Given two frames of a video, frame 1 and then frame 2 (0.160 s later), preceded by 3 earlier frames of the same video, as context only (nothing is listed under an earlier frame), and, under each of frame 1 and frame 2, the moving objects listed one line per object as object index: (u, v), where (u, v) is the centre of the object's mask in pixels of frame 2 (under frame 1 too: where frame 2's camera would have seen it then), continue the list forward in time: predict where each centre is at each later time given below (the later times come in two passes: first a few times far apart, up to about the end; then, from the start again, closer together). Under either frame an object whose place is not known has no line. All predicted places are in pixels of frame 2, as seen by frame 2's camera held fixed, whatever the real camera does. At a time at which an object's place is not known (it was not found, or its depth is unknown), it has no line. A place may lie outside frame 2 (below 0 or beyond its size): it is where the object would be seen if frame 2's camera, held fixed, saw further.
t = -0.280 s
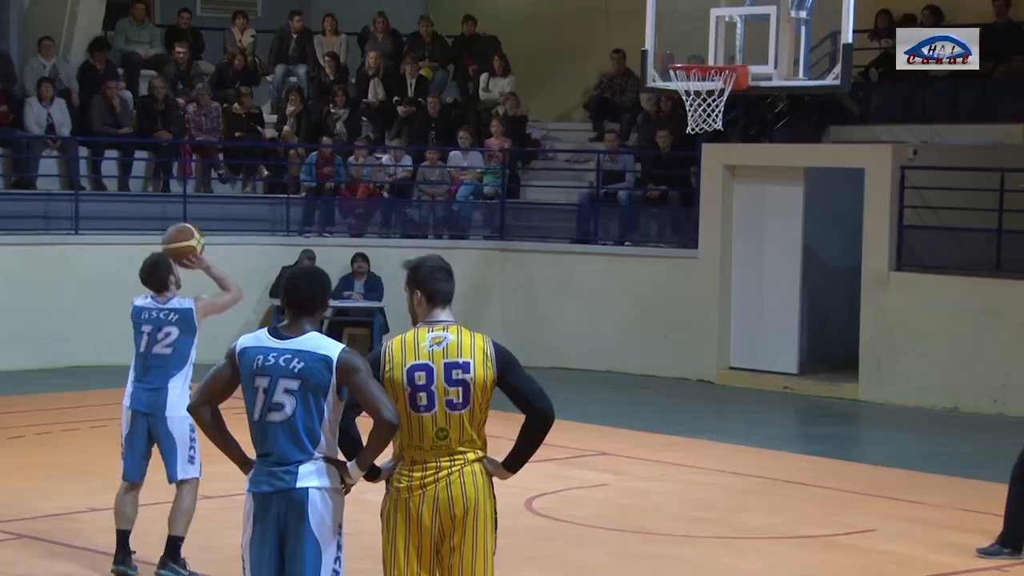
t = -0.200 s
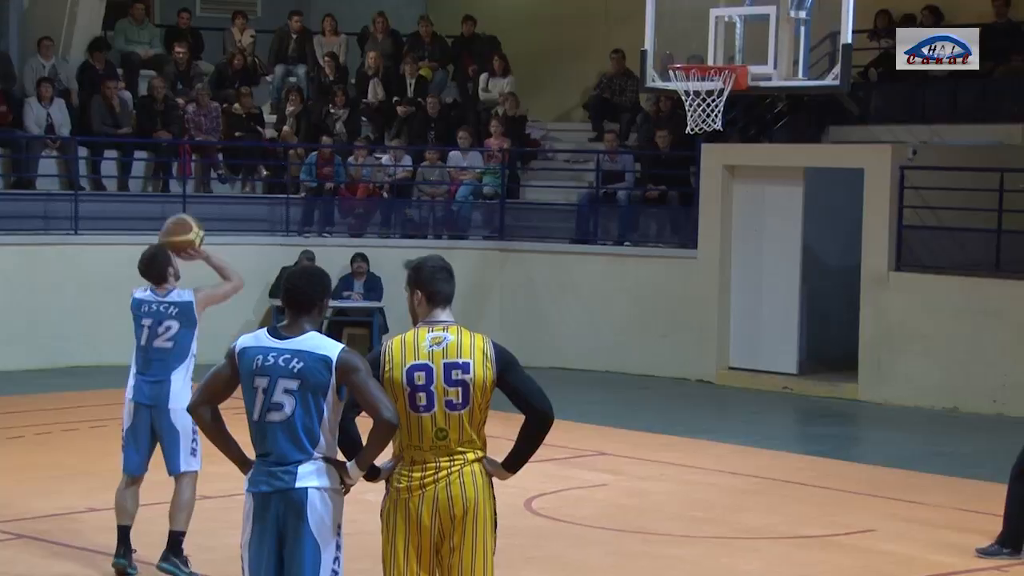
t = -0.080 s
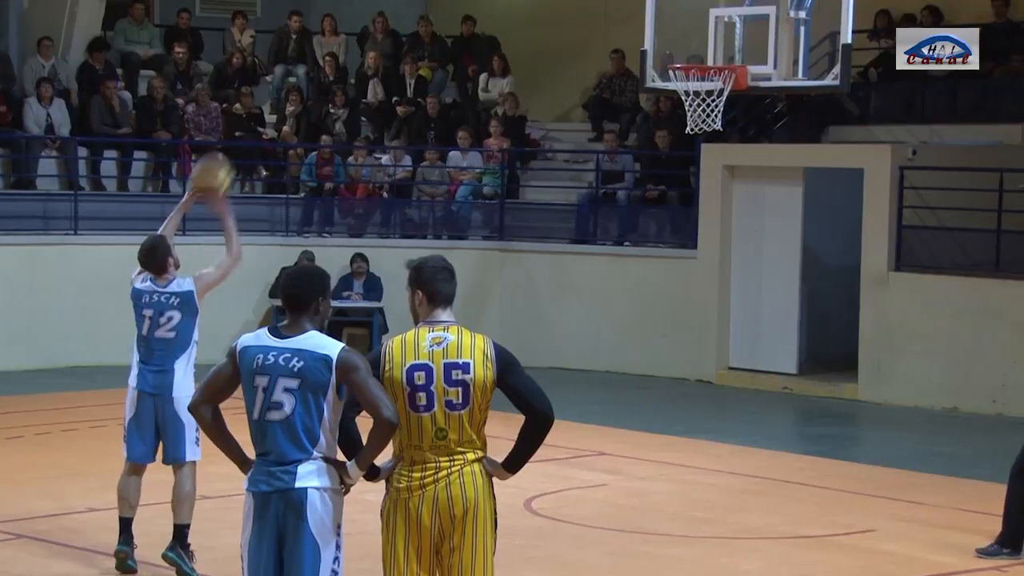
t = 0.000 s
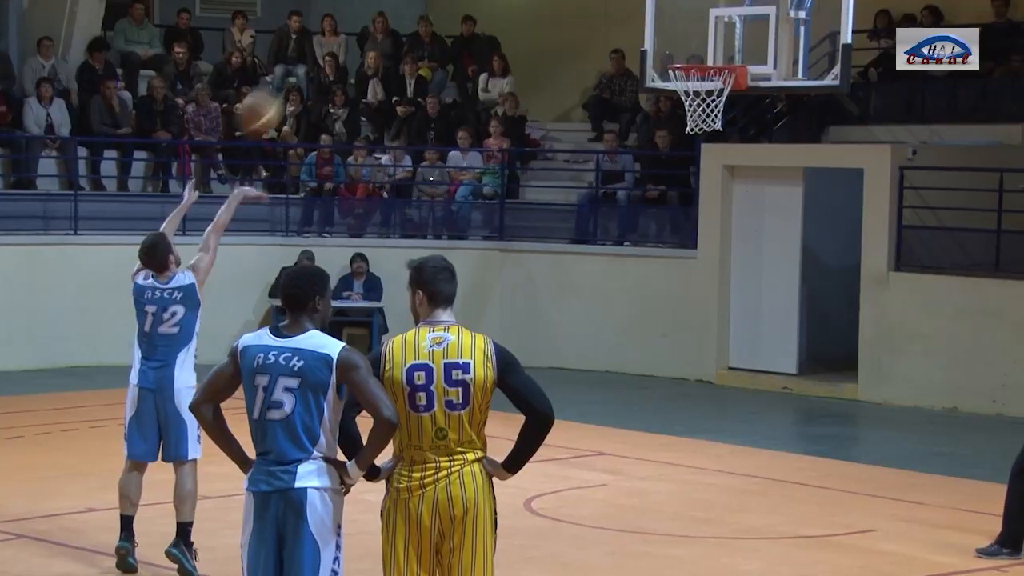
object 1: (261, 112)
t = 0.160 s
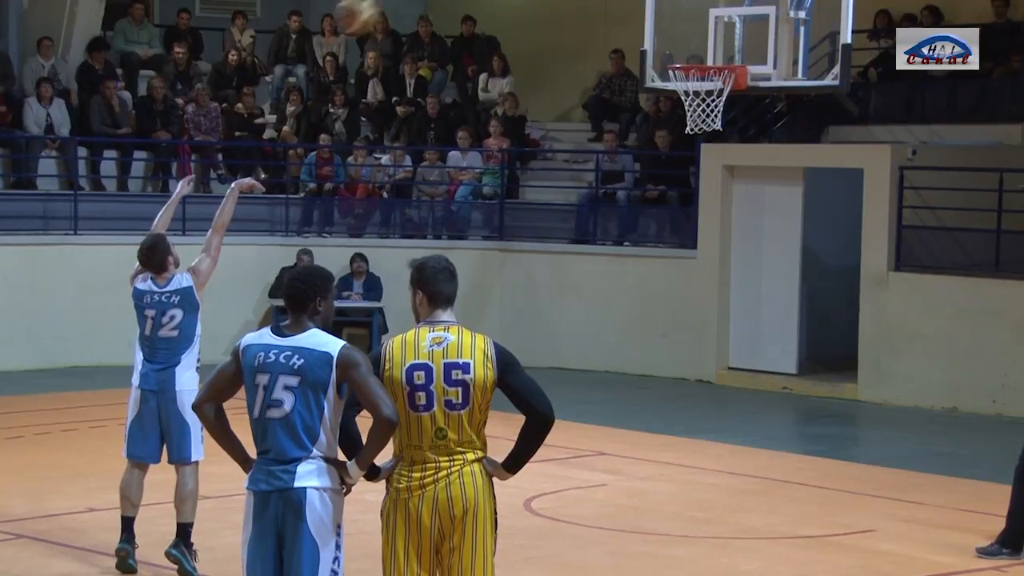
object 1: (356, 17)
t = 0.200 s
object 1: (378, 7)
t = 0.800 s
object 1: (683, 32)
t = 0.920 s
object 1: (715, 96)
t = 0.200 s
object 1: (378, 7)
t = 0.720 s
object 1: (650, 6)
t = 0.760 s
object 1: (666, 16)
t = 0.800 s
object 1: (683, 32)
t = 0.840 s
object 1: (699, 50)
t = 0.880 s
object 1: (718, 80)
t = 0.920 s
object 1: (715, 96)
